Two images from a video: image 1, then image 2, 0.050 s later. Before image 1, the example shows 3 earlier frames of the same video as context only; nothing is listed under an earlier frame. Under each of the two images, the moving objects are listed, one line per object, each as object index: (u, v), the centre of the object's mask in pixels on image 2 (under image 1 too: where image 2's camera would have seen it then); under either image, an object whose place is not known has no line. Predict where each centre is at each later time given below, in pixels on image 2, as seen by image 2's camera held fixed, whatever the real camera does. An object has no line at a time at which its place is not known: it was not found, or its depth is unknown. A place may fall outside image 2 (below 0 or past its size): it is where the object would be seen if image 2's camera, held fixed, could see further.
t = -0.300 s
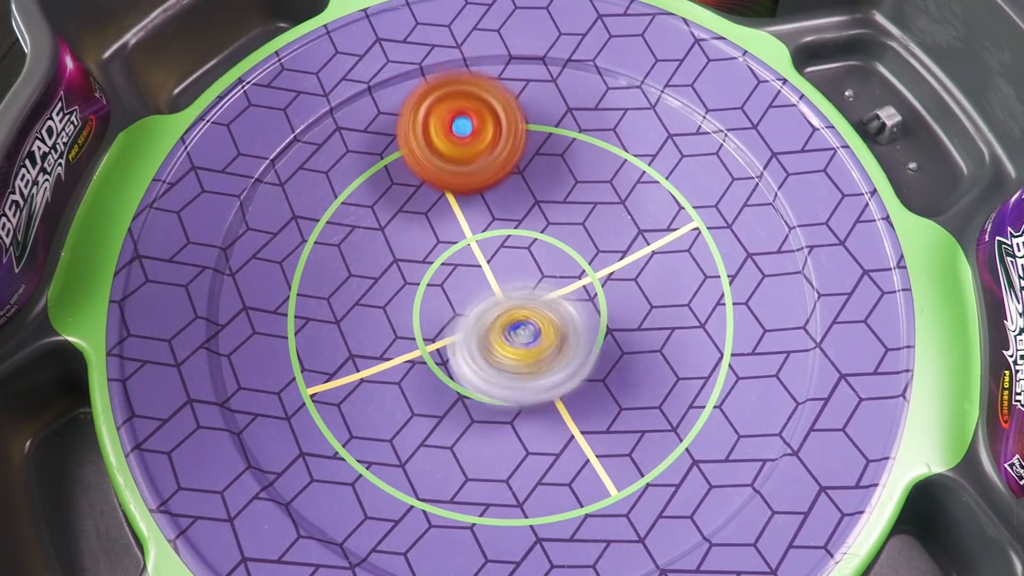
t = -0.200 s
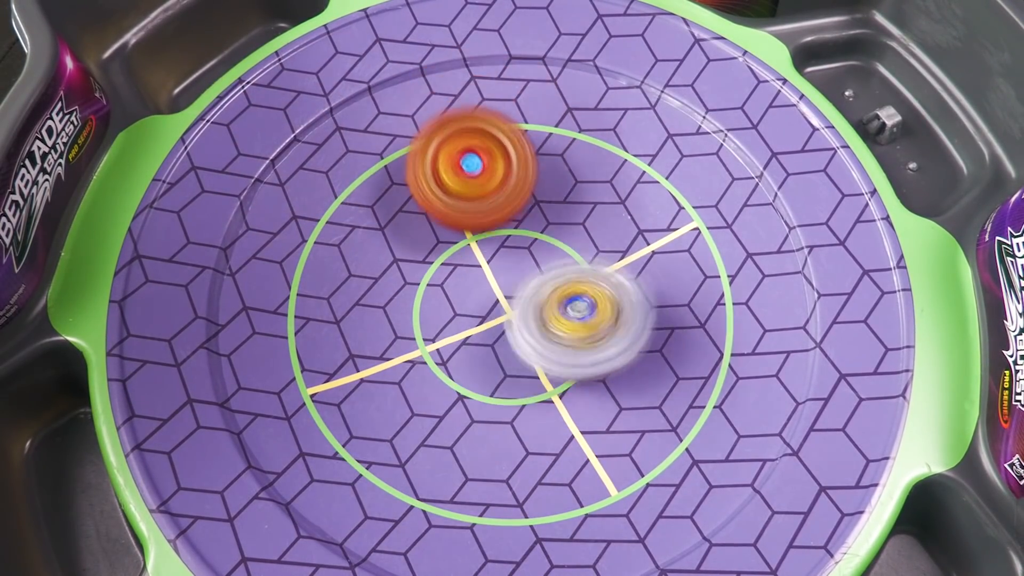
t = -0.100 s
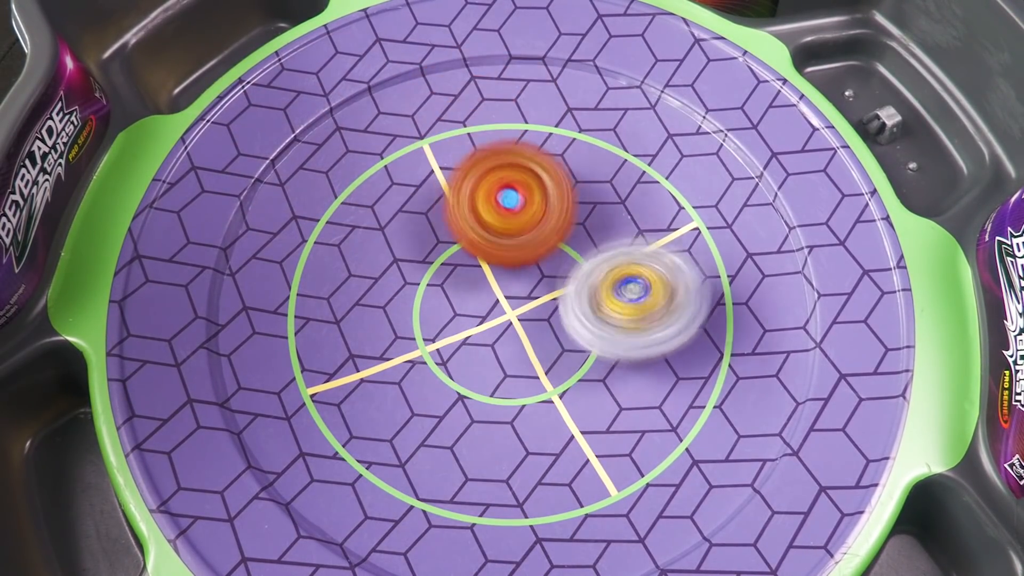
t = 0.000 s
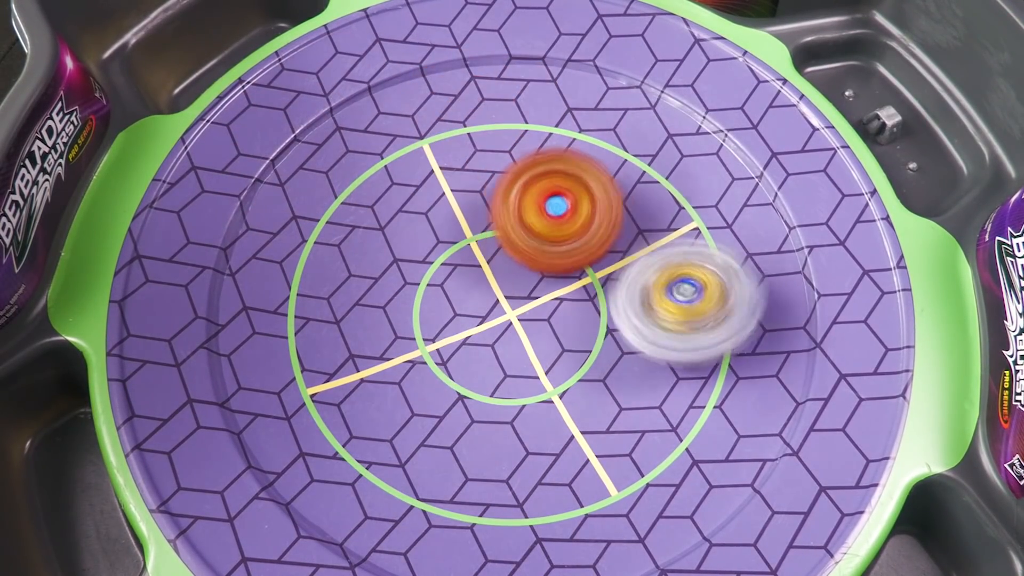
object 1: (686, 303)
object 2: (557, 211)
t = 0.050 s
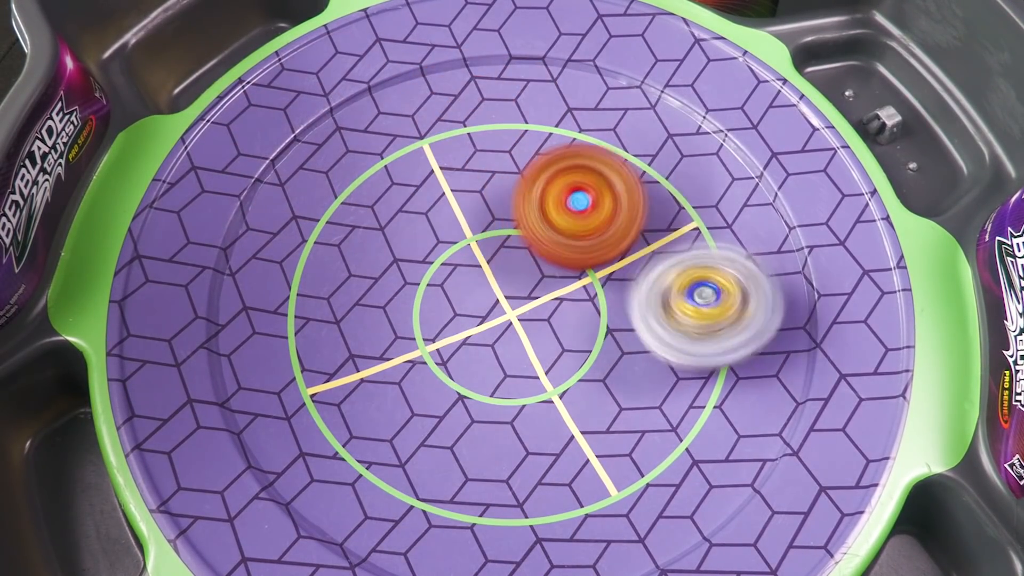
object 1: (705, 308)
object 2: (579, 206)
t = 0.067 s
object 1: (709, 308)
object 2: (587, 204)
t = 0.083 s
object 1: (713, 309)
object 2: (594, 202)
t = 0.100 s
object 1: (715, 311)
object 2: (601, 199)
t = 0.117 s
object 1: (716, 313)
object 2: (607, 196)
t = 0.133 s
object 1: (718, 314)
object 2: (613, 193)
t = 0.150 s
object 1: (717, 315)
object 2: (618, 190)
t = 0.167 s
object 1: (717, 317)
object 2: (623, 186)
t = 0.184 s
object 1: (716, 320)
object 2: (627, 182)
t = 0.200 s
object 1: (715, 321)
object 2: (630, 179)
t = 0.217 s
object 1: (714, 322)
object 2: (632, 175)
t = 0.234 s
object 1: (711, 322)
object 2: (634, 172)
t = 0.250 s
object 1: (708, 323)
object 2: (634, 168)
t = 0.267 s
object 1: (704, 323)
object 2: (634, 165)
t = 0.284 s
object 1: (701, 323)
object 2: (634, 162)
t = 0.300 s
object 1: (697, 323)
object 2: (632, 160)
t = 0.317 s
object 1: (692, 322)
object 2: (630, 157)
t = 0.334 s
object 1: (688, 322)
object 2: (627, 155)
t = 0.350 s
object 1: (684, 321)
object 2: (623, 154)
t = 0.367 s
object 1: (680, 320)
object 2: (619, 154)
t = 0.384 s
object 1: (675, 318)
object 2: (614, 154)
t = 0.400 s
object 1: (670, 316)
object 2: (610, 154)
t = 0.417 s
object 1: (664, 315)
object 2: (606, 156)
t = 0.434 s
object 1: (659, 312)
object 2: (602, 159)
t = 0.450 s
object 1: (653, 311)
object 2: (599, 162)
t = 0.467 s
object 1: (648, 306)
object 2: (596, 166)
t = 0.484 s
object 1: (643, 304)
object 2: (593, 169)
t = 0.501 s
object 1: (637, 300)
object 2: (590, 174)
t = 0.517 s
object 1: (633, 302)
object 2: (587, 174)
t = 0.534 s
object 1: (627, 314)
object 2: (582, 167)
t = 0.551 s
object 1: (621, 320)
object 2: (576, 161)
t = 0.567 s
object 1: (615, 326)
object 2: (571, 157)
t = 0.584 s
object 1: (607, 329)
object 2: (566, 156)
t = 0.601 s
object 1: (600, 332)
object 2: (561, 156)
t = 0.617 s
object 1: (589, 333)
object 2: (557, 158)
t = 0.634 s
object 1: (581, 333)
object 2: (552, 161)
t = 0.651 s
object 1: (569, 332)
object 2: (547, 165)
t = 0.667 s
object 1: (558, 328)
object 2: (542, 171)
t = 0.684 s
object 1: (546, 325)
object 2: (538, 177)
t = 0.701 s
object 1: (534, 319)
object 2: (534, 184)
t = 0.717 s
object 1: (524, 321)
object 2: (531, 188)
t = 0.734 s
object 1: (510, 340)
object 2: (531, 174)
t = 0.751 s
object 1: (493, 363)
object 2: (531, 154)
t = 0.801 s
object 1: (442, 411)
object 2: (528, 109)
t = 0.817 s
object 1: (425, 421)
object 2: (525, 99)
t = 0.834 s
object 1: (406, 428)
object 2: (522, 92)
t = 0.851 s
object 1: (390, 432)
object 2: (517, 87)
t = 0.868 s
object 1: (371, 431)
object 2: (511, 84)
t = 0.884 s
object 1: (352, 430)
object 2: (505, 82)
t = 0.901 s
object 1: (333, 427)
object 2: (498, 82)
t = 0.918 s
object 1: (316, 422)
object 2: (490, 84)
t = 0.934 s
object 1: (299, 416)
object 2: (483, 87)
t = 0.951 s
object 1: (284, 407)
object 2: (475, 91)
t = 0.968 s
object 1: (270, 398)
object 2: (468, 97)
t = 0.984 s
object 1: (256, 388)
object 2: (462, 103)
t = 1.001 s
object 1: (247, 378)
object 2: (454, 111)
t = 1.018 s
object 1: (238, 369)
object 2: (447, 121)
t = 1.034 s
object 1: (234, 358)
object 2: (440, 131)
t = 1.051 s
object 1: (230, 349)
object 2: (435, 143)
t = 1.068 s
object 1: (228, 342)
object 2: (430, 155)
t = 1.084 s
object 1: (227, 334)
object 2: (426, 167)
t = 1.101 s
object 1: (229, 325)
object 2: (424, 181)
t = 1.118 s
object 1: (230, 318)
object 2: (423, 194)
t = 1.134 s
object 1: (233, 310)
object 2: (424, 207)
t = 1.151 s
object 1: (235, 305)
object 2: (426, 221)
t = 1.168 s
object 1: (238, 298)
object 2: (430, 234)
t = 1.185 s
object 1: (241, 293)
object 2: (435, 247)
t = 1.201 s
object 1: (246, 286)
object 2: (441, 260)
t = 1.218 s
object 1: (250, 282)
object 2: (448, 272)
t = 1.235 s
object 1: (256, 276)
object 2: (457, 284)
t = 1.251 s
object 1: (262, 272)
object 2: (466, 295)
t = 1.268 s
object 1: (268, 266)
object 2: (477, 304)
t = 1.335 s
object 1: (300, 247)
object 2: (526, 333)
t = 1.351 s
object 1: (312, 242)
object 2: (539, 337)
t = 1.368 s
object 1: (323, 237)
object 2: (552, 341)
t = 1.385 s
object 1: (337, 233)
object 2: (566, 343)
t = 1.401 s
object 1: (351, 229)
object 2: (579, 342)
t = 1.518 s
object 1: (463, 213)
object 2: (659, 318)
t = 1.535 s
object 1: (480, 214)
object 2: (668, 311)
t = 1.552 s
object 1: (497, 215)
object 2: (676, 304)
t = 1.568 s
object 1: (515, 217)
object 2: (682, 296)
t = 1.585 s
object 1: (536, 221)
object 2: (687, 288)
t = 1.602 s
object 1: (554, 225)
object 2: (691, 279)
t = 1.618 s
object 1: (566, 225)
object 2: (705, 278)
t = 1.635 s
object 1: (569, 221)
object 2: (733, 283)
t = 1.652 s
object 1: (572, 218)
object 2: (757, 286)
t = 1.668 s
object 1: (576, 216)
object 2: (778, 289)
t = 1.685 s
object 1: (580, 216)
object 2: (798, 289)
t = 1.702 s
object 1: (585, 216)
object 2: (812, 287)
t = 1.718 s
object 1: (587, 217)
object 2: (817, 283)
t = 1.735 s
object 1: (592, 218)
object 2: (816, 279)
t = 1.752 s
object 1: (595, 222)
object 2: (814, 278)
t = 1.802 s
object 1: (606, 228)
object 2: (784, 269)
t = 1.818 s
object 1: (609, 230)
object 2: (772, 266)
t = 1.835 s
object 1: (611, 233)
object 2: (760, 263)
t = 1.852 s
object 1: (604, 233)
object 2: (760, 264)
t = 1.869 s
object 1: (585, 227)
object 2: (775, 268)
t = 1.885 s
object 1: (566, 223)
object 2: (790, 273)
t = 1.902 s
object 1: (552, 219)
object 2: (803, 275)
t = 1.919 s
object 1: (536, 216)
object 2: (807, 276)
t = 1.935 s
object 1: (522, 214)
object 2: (804, 277)
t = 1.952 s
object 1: (509, 211)
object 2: (799, 280)
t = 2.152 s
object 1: (444, 185)
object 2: (733, 305)
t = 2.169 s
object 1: (442, 183)
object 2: (727, 309)
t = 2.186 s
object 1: (441, 183)
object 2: (721, 313)
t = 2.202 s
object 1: (441, 181)
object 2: (716, 316)
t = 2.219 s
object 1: (441, 182)
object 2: (710, 321)
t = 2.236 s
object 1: (441, 182)
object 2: (704, 325)
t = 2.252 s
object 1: (442, 183)
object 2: (697, 329)
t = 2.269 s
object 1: (443, 182)
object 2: (691, 332)
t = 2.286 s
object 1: (444, 184)
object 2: (684, 337)
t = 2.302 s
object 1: (445, 185)
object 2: (678, 341)
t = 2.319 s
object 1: (447, 186)
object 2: (671, 345)
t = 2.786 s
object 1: (495, 284)
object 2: (560, 485)
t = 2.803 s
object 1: (497, 289)
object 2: (558, 487)
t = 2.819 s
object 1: (498, 296)
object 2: (556, 489)
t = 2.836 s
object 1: (499, 301)
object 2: (554, 490)
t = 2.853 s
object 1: (500, 308)
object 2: (551, 491)
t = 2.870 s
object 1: (499, 312)
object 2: (548, 491)
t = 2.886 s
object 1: (502, 319)
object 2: (546, 490)
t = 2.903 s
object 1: (502, 323)
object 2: (543, 489)
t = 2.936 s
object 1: (505, 334)
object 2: (537, 485)
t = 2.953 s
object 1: (505, 340)
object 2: (533, 482)
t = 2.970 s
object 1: (506, 343)
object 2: (530, 479)
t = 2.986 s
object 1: (506, 344)
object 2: (527, 482)
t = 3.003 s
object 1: (505, 338)
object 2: (523, 490)
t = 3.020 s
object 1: (504, 333)
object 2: (521, 497)
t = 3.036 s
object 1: (503, 328)
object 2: (518, 502)
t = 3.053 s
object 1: (502, 325)
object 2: (515, 506)
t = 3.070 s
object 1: (502, 323)
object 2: (511, 508)
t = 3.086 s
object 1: (502, 321)
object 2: (507, 509)
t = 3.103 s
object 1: (504, 320)
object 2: (503, 510)
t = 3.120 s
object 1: (504, 318)
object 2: (499, 511)
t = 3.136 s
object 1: (504, 318)
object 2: (495, 511)
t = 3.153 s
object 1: (505, 315)
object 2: (491, 510)
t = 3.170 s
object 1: (506, 315)
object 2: (487, 509)
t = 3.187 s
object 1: (507, 312)
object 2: (483, 508)
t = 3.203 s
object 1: (507, 311)
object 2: (480, 505)
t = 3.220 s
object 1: (508, 309)
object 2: (476, 502)
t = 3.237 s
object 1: (509, 307)
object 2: (473, 497)
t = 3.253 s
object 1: (511, 305)
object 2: (470, 492)
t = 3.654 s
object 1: (533, 267)
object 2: (375, 311)
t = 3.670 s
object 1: (534, 266)
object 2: (370, 304)
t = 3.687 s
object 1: (535, 264)
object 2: (365, 298)
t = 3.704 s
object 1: (535, 263)
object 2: (360, 292)
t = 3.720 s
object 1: (535, 261)
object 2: (355, 285)
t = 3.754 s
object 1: (536, 259)
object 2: (345, 274)
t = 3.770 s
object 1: (536, 258)
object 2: (341, 269)
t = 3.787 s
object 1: (536, 256)
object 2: (336, 264)
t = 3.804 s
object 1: (536, 256)
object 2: (332, 259)
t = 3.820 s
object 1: (536, 255)
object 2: (328, 255)
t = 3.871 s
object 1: (536, 252)
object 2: (319, 244)
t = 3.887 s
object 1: (536, 251)
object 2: (317, 242)
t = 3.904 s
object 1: (537, 250)
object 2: (316, 240)
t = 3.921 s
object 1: (536, 250)
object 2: (315, 238)
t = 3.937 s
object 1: (536, 249)
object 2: (315, 236)
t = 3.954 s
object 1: (536, 249)
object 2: (315, 234)
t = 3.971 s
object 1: (536, 249)
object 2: (315, 233)
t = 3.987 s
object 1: (535, 248)
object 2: (317, 232)
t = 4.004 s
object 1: (535, 248)
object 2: (318, 231)
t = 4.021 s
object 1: (534, 247)
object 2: (320, 230)
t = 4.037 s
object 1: (533, 247)
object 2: (322, 228)
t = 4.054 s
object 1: (533, 246)
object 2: (325, 227)
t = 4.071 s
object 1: (532, 247)
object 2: (329, 226)
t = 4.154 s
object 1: (529, 248)
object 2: (354, 222)
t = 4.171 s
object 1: (527, 249)
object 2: (360, 220)
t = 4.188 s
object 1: (527, 248)
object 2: (367, 218)
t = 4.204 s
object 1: (526, 249)
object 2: (375, 216)
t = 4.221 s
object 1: (526, 249)
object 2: (382, 213)
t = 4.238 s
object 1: (526, 250)
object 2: (388, 210)
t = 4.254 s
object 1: (532, 252)
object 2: (388, 203)
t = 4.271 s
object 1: (540, 256)
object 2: (387, 197)
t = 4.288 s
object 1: (548, 260)
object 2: (388, 190)
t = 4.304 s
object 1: (554, 263)
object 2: (388, 184)
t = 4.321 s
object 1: (559, 266)
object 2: (390, 177)
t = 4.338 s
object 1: (562, 268)
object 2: (393, 172)
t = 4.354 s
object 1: (566, 271)
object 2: (396, 167)
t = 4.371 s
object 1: (567, 272)
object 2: (398, 162)
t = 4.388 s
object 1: (570, 275)
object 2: (401, 157)
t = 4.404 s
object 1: (572, 277)
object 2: (405, 153)
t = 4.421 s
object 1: (573, 279)
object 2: (408, 149)
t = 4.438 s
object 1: (575, 280)
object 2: (410, 147)
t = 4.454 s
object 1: (576, 283)
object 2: (413, 145)
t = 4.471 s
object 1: (577, 285)
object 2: (417, 143)
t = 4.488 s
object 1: (576, 287)
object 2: (420, 142)
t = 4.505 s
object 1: (576, 289)
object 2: (423, 141)
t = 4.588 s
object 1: (572, 295)
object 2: (445, 140)
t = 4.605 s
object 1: (570, 298)
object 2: (450, 139)
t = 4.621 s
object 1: (571, 298)
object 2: (455, 139)
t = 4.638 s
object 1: (569, 299)
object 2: (460, 138)
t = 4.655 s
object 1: (567, 299)
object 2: (466, 138)
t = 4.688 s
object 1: (565, 301)
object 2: (476, 136)
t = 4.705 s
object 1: (564, 302)
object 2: (483, 136)
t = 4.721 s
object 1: (562, 303)
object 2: (489, 135)
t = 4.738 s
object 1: (562, 303)
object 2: (495, 134)
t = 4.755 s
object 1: (560, 303)
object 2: (501, 134)
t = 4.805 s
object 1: (558, 304)
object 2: (518, 132)
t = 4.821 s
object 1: (556, 304)
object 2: (525, 132)
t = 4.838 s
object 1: (556, 305)
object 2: (530, 132)
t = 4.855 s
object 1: (555, 303)
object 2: (536, 132)
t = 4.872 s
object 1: (553, 303)
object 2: (541, 132)
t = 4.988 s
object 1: (544, 300)
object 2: (577, 134)
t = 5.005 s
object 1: (542, 298)
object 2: (581, 135)
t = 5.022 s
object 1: (540, 298)
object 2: (585, 136)
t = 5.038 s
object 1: (539, 298)
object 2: (588, 137)
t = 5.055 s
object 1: (536, 296)
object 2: (592, 139)
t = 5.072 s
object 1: (534, 296)
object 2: (595, 140)
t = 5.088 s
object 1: (533, 294)
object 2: (599, 142)
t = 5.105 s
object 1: (531, 293)
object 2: (601, 144)
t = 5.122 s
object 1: (530, 291)
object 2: (604, 146)
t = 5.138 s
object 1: (527, 291)
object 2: (607, 149)
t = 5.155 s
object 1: (526, 290)
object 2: (609, 151)
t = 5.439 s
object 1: (508, 273)
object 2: (654, 219)
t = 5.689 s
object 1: (500, 265)
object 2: (676, 295)
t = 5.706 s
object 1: (500, 266)
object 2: (676, 301)
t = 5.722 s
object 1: (499, 265)
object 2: (676, 305)
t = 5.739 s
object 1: (499, 266)
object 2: (676, 310)
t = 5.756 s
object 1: (499, 265)
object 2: (675, 314)
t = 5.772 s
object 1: (499, 265)
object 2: (674, 318)
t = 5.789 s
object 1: (499, 265)
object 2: (673, 322)
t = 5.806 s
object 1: (499, 266)
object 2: (672, 327)
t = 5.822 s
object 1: (499, 267)
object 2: (670, 331)
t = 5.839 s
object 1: (499, 266)
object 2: (668, 335)
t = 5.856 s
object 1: (498, 266)
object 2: (666, 339)
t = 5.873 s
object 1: (500, 267)
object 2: (663, 343)
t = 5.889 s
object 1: (499, 267)
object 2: (661, 346)
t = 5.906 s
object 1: (499, 269)
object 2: (658, 351)
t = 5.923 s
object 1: (499, 268)
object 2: (656, 354)
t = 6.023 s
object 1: (500, 272)
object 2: (637, 375)
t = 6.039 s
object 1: (500, 272)
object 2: (634, 378)
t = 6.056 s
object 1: (500, 273)
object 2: (629, 381)
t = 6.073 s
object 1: (501, 274)
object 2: (626, 383)
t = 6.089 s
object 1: (501, 274)
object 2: (622, 386)
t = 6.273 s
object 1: (510, 281)
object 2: (567, 407)
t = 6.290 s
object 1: (511, 282)
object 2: (561, 408)
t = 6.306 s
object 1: (512, 283)
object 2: (556, 408)
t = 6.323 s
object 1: (513, 282)
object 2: (550, 409)
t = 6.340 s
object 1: (513, 280)
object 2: (545, 413)
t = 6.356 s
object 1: (515, 277)
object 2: (540, 416)
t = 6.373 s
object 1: (516, 273)
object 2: (535, 419)
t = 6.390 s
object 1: (516, 271)
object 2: (529, 421)
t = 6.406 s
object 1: (517, 267)
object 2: (523, 422)
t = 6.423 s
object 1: (518, 266)
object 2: (518, 423)
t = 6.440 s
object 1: (519, 265)
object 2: (513, 424)
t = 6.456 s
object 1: (519, 263)
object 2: (507, 423)
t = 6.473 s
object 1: (519, 262)
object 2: (503, 423)
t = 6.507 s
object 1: (519, 260)
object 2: (493, 421)
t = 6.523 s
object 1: (520, 261)
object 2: (489, 420)
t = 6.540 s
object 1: (519, 259)
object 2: (484, 419)
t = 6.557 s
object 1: (521, 259)
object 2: (479, 417)
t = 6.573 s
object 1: (522, 258)
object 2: (476, 416)
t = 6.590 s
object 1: (522, 258)
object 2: (471, 414)
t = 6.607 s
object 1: (523, 259)
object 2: (467, 411)
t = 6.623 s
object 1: (523, 258)
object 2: (464, 409)
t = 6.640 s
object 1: (523, 258)
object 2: (460, 407)
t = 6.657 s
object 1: (524, 257)
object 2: (456, 404)
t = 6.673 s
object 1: (524, 257)
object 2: (453, 401)
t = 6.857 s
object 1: (525, 259)
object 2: (415, 355)
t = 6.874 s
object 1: (525, 258)
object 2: (413, 350)
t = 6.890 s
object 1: (525, 259)
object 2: (410, 345)
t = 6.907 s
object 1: (526, 260)
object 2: (406, 340)
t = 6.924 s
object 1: (525, 261)
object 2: (404, 336)
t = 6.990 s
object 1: (525, 261)
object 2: (391, 317)
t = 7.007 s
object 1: (525, 259)
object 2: (387, 312)
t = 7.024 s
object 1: (526, 258)
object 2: (385, 308)
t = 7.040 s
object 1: (527, 257)
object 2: (382, 303)
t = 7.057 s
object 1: (527, 257)
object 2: (380, 299)
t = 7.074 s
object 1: (526, 258)
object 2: (378, 295)
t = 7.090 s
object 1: (526, 257)
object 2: (376, 291)
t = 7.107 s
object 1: (526, 257)
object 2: (375, 287)
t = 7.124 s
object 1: (526, 258)
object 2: (374, 283)
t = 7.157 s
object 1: (525, 258)
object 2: (373, 276)
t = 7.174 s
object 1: (525, 258)
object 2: (373, 272)
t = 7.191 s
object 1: (525, 259)
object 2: (373, 268)
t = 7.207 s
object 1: (525, 261)
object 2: (374, 265)
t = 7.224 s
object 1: (524, 260)
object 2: (375, 261)
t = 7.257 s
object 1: (524, 261)
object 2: (377, 255)
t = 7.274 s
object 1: (524, 262)
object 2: (378, 251)
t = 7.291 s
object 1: (523, 263)
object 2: (380, 248)
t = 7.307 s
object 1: (524, 262)
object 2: (382, 245)
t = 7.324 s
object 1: (529, 263)
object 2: (380, 241)
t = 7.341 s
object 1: (536, 265)
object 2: (377, 236)
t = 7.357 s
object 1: (540, 266)
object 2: (376, 231)
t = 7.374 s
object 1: (544, 267)
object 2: (376, 227)
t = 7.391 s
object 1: (549, 268)
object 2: (377, 224)
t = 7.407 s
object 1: (553, 269)
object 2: (378, 221)
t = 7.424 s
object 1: (555, 272)
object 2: (379, 218)
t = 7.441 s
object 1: (558, 272)
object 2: (381, 215)
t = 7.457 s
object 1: (561, 272)
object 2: (383, 212)
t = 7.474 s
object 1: (564, 273)
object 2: (385, 210)
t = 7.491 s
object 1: (565, 275)
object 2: (388, 207)
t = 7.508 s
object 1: (567, 277)
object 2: (390, 204)
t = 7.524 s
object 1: (570, 276)
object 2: (393, 202)
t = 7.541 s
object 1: (571, 277)
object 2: (397, 200)
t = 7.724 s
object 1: (579, 288)
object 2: (447, 181)
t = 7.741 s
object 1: (580, 289)
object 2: (452, 179)
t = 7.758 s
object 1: (581, 289)
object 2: (457, 177)
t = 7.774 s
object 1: (580, 290)
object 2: (463, 175)
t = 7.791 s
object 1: (580, 290)
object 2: (468, 173)
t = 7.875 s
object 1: (578, 291)
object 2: (495, 165)
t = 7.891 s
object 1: (578, 292)
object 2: (500, 164)
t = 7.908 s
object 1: (576, 293)
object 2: (506, 163)
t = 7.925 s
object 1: (575, 292)
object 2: (510, 161)
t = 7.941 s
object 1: (573, 292)
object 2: (516, 161)
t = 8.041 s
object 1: (563, 291)
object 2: (544, 159)
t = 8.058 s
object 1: (562, 290)
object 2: (548, 159)
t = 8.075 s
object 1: (559, 289)
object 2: (552, 160)
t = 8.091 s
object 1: (557, 290)
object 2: (556, 160)
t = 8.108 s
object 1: (556, 291)
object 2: (560, 159)
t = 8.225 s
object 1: (540, 293)
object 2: (589, 158)
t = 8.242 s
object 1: (538, 294)
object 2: (593, 159)
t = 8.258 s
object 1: (535, 292)
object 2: (597, 160)
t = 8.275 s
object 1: (533, 293)
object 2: (599, 162)
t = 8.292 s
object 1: (531, 293)
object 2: (602, 163)
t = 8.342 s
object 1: (523, 292)
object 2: (610, 168)
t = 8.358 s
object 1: (519, 293)
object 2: (612, 170)
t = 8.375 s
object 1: (518, 293)
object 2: (614, 172)
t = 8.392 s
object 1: (514, 292)
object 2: (616, 175)
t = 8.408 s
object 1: (512, 293)
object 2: (617, 178)
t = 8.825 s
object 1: (459, 295)
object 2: (641, 296)
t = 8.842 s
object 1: (458, 294)
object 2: (641, 300)
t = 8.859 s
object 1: (457, 295)
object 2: (642, 305)
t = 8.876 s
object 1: (458, 294)
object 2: (642, 310)
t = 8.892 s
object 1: (457, 294)
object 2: (641, 315)
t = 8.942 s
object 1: (458, 294)
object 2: (640, 327)
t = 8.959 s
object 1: (458, 295)
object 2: (639, 331)
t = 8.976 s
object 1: (459, 294)
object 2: (637, 336)
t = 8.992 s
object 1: (461, 293)
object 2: (636, 339)
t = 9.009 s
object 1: (461, 295)
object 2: (635, 343)
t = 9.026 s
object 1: (462, 293)
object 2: (634, 346)
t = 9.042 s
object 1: (463, 293)
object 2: (632, 350)
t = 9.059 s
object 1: (466, 293)
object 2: (630, 353)
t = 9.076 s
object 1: (467, 292)
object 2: (628, 356)
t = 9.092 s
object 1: (468, 293)
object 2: (625, 359)
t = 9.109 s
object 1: (470, 292)
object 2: (623, 362)
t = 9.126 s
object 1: (472, 292)
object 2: (620, 365)
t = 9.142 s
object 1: (474, 292)
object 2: (617, 367)
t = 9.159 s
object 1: (476, 291)
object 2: (614, 370)
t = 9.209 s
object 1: (483, 291)
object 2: (604, 375)
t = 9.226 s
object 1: (485, 290)
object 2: (600, 378)
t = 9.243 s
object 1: (487, 291)
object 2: (596, 379)
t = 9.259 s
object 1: (488, 288)
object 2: (593, 383)
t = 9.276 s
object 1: (488, 285)
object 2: (593, 387)
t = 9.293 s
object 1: (489, 281)
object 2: (590, 390)
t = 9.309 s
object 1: (488, 278)
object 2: (588, 393)
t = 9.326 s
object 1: (488, 276)
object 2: (586, 395)
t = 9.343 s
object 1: (490, 274)
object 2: (582, 397)
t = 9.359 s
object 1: (490, 272)
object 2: (579, 398)
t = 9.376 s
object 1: (490, 271)
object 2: (575, 399)
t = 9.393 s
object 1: (493, 268)
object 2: (572, 399)
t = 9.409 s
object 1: (494, 266)
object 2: (569, 398)
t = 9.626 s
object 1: (514, 248)
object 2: (514, 383)
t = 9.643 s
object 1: (515, 248)
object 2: (509, 381)
